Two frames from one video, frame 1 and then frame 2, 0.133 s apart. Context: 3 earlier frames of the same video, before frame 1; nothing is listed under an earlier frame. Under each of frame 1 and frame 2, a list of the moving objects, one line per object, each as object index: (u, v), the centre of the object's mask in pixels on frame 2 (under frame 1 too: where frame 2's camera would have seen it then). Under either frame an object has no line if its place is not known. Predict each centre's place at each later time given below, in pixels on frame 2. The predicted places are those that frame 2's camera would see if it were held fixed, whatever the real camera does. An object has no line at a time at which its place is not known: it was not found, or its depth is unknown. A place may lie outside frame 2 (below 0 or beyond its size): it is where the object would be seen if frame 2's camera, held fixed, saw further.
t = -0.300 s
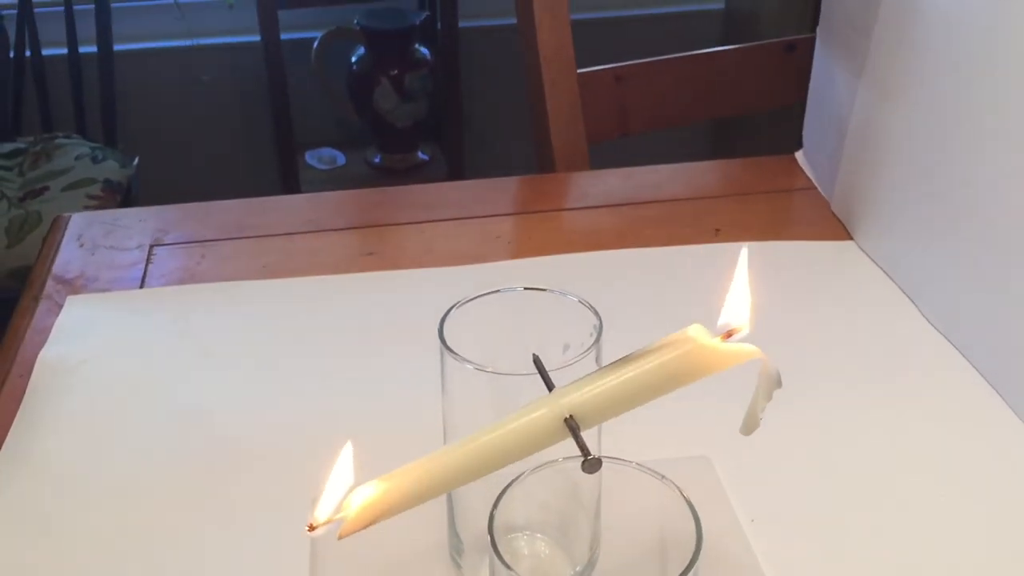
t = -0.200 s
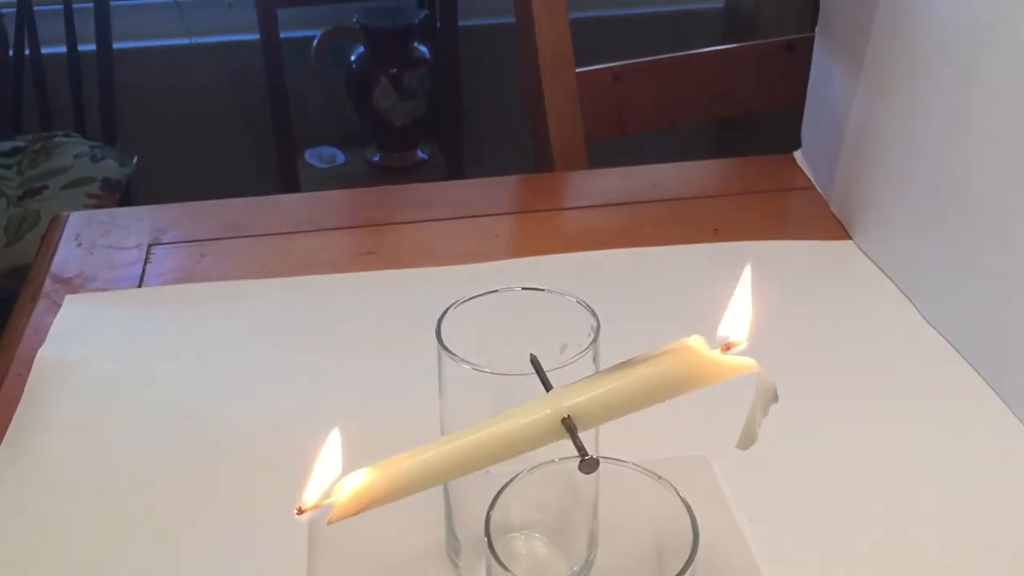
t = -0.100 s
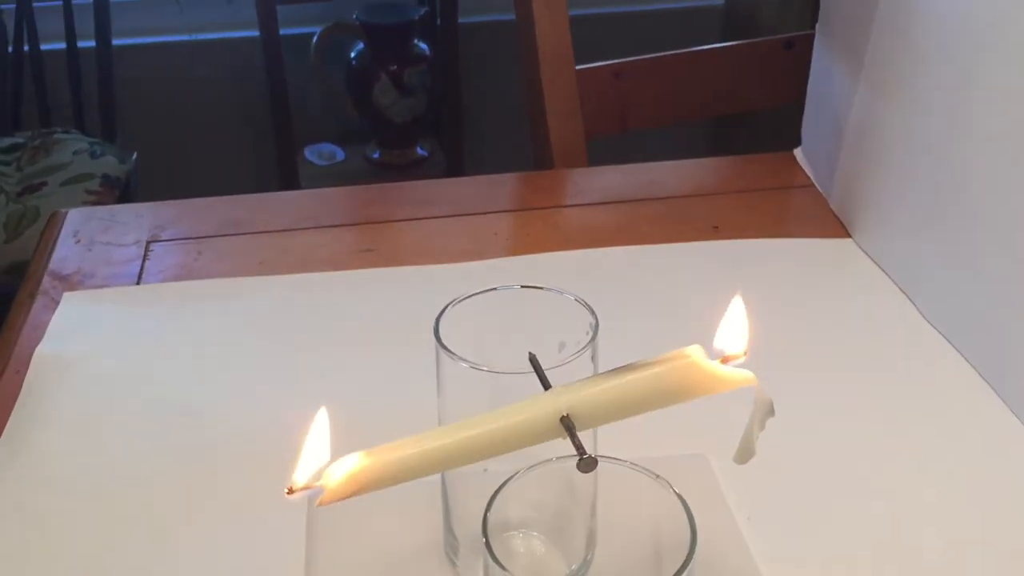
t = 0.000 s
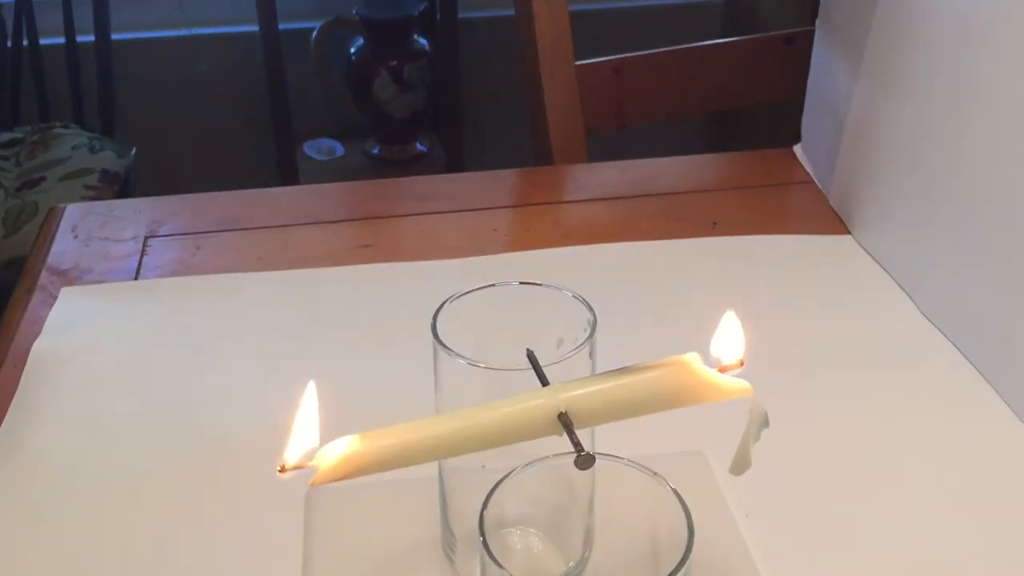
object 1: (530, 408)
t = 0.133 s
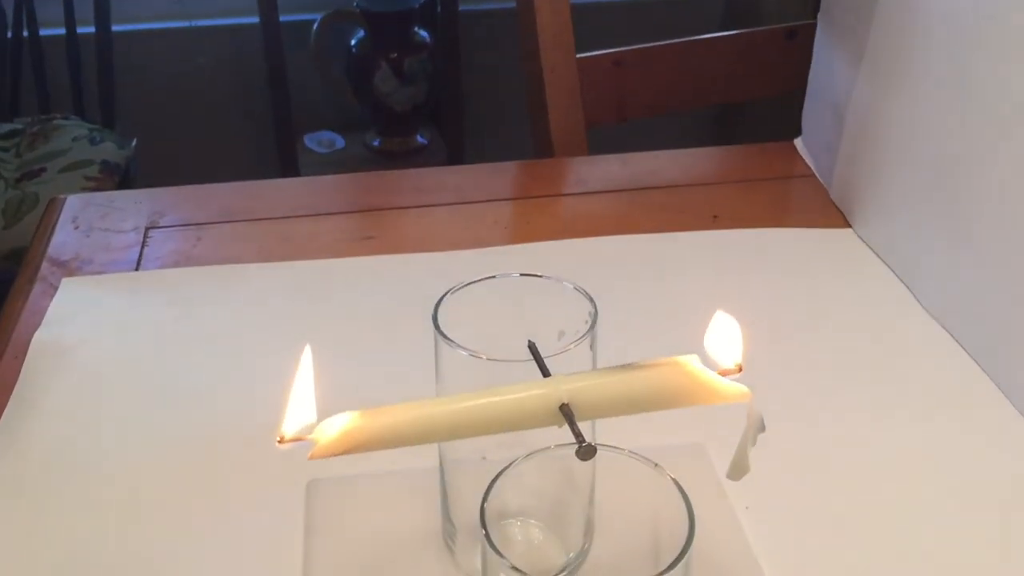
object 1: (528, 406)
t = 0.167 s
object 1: (540, 409)
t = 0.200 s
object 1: (541, 408)
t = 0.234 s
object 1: (528, 406)
